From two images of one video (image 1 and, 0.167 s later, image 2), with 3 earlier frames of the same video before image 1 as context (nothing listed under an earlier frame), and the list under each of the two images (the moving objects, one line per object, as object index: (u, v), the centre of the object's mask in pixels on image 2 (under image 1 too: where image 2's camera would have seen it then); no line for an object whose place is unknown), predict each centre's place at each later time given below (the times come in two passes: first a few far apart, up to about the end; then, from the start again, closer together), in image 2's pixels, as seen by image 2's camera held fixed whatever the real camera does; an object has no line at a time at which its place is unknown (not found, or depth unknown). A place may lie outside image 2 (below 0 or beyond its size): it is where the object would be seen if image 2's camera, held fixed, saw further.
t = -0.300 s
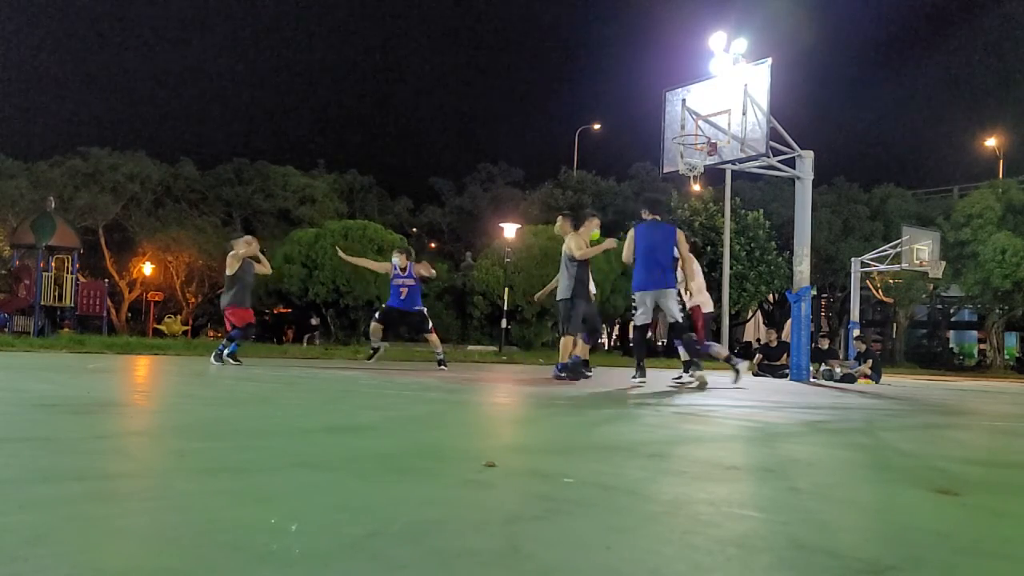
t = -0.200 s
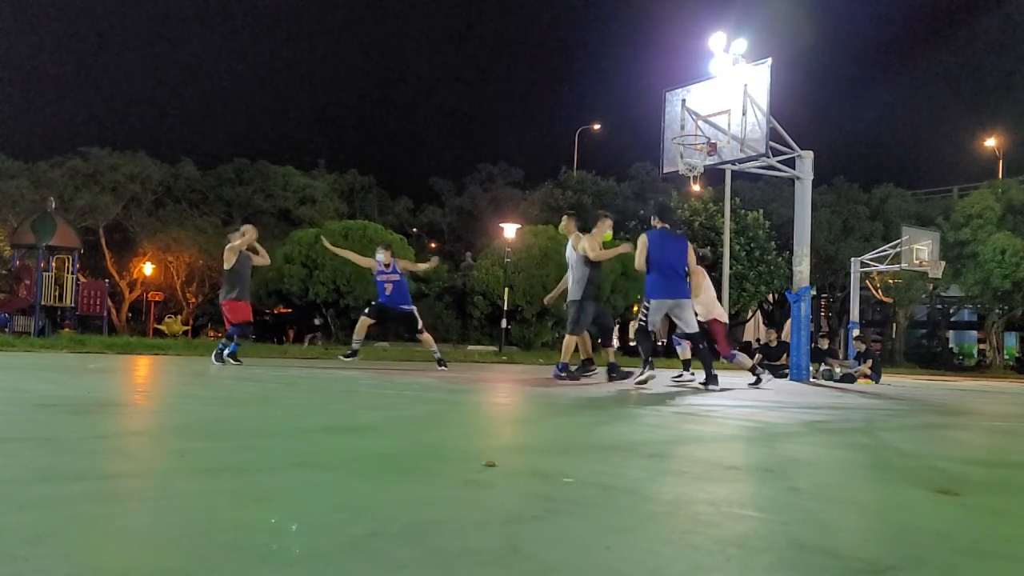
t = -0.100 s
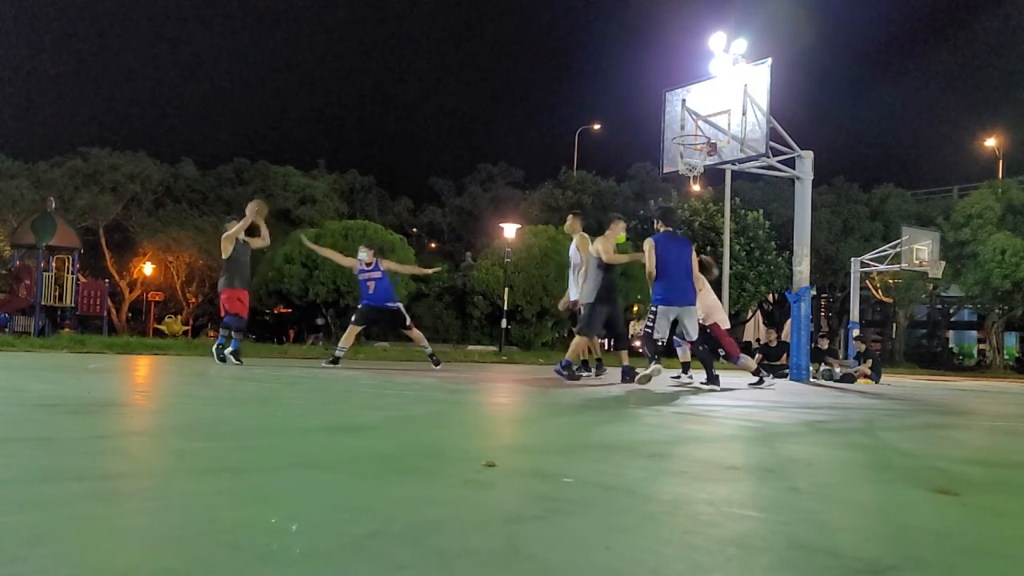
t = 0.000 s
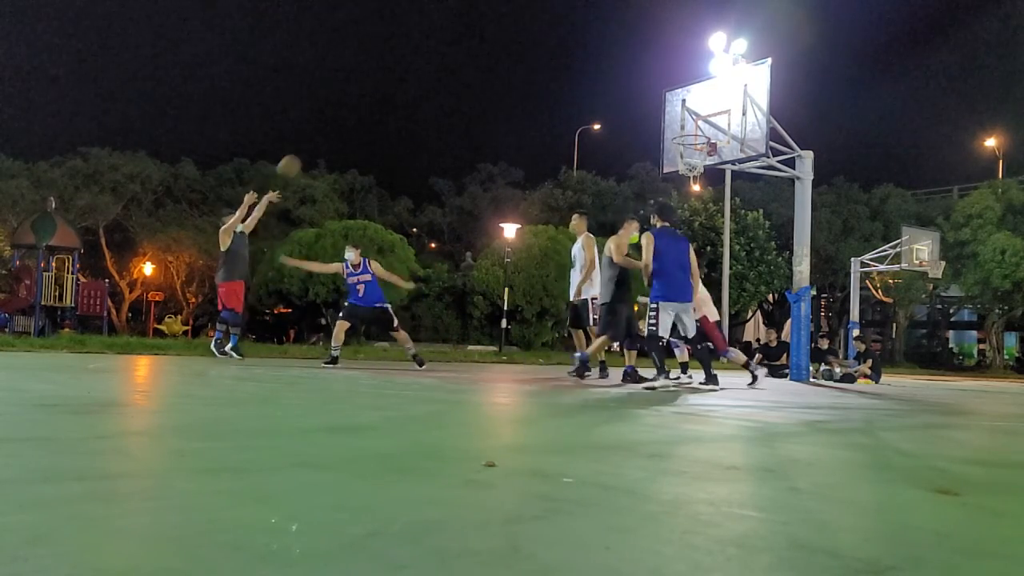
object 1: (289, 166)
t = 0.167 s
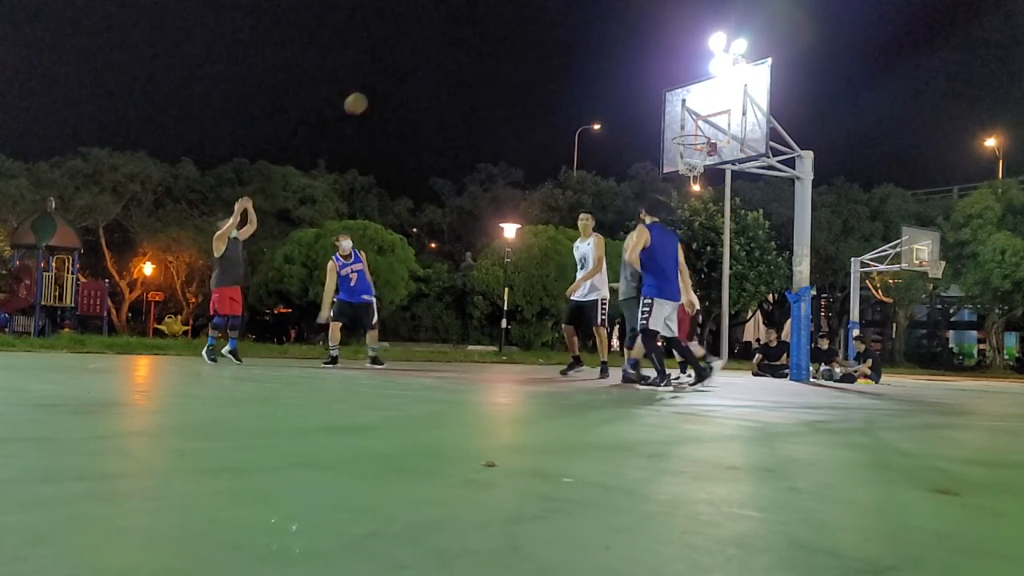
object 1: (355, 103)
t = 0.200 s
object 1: (368, 93)
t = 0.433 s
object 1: (457, 47)
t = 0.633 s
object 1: (529, 40)
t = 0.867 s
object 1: (612, 69)
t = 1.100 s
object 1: (691, 138)
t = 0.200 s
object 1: (368, 93)
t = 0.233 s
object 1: (381, 84)
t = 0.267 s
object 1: (394, 76)
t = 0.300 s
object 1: (407, 68)
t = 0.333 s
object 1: (420, 62)
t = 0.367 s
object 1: (432, 56)
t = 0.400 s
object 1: (445, 51)
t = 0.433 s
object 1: (457, 47)
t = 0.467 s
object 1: (469, 44)
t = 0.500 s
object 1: (481, 41)
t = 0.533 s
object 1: (493, 40)
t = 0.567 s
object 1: (506, 39)
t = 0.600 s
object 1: (518, 39)
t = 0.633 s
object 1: (529, 40)
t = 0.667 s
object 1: (541, 42)
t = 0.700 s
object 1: (554, 44)
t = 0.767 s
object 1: (577, 52)
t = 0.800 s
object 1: (589, 57)
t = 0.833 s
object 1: (600, 63)
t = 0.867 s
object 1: (612, 69)
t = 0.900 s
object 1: (623, 77)
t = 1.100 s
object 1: (691, 138)
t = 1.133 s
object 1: (696, 148)
